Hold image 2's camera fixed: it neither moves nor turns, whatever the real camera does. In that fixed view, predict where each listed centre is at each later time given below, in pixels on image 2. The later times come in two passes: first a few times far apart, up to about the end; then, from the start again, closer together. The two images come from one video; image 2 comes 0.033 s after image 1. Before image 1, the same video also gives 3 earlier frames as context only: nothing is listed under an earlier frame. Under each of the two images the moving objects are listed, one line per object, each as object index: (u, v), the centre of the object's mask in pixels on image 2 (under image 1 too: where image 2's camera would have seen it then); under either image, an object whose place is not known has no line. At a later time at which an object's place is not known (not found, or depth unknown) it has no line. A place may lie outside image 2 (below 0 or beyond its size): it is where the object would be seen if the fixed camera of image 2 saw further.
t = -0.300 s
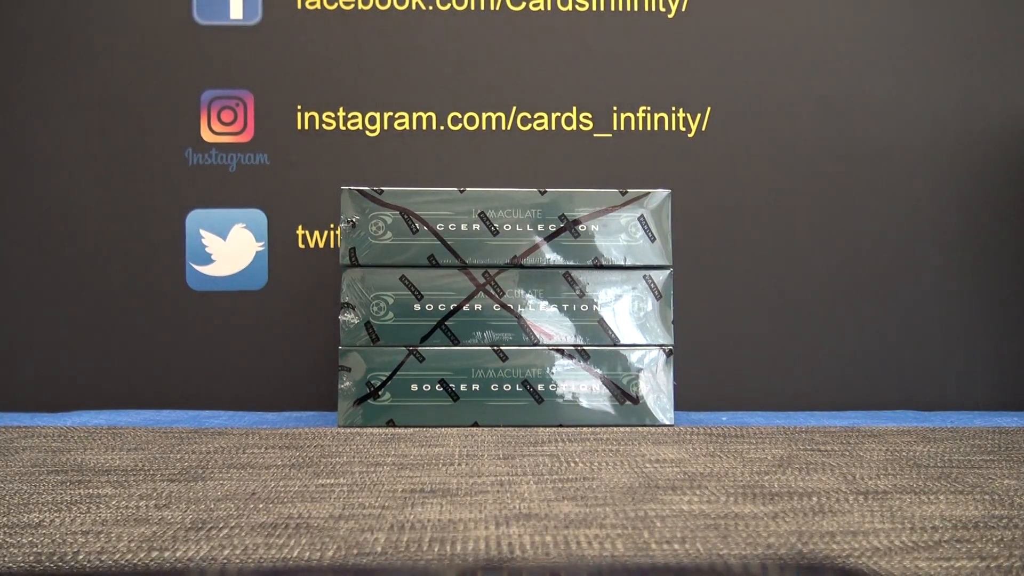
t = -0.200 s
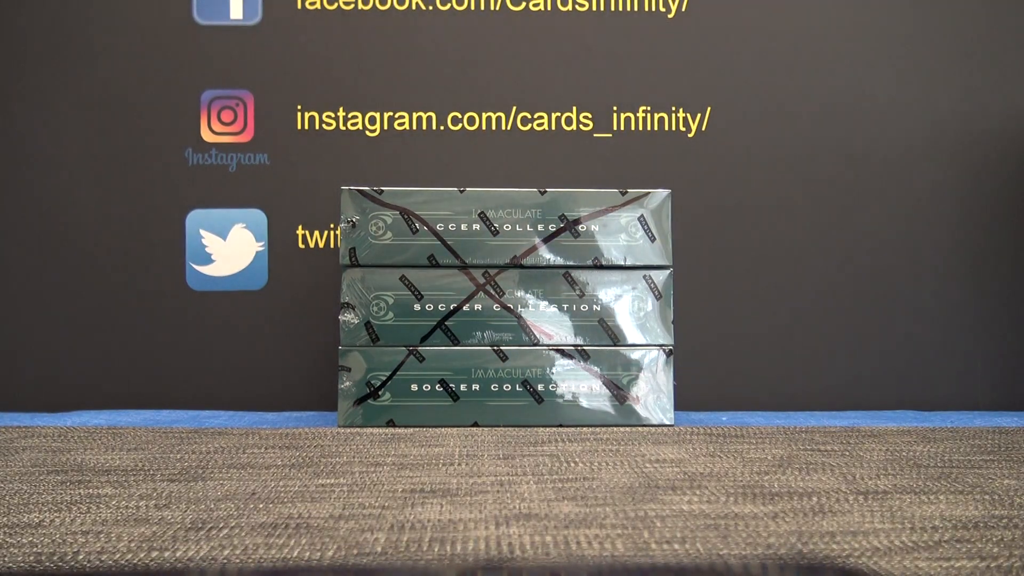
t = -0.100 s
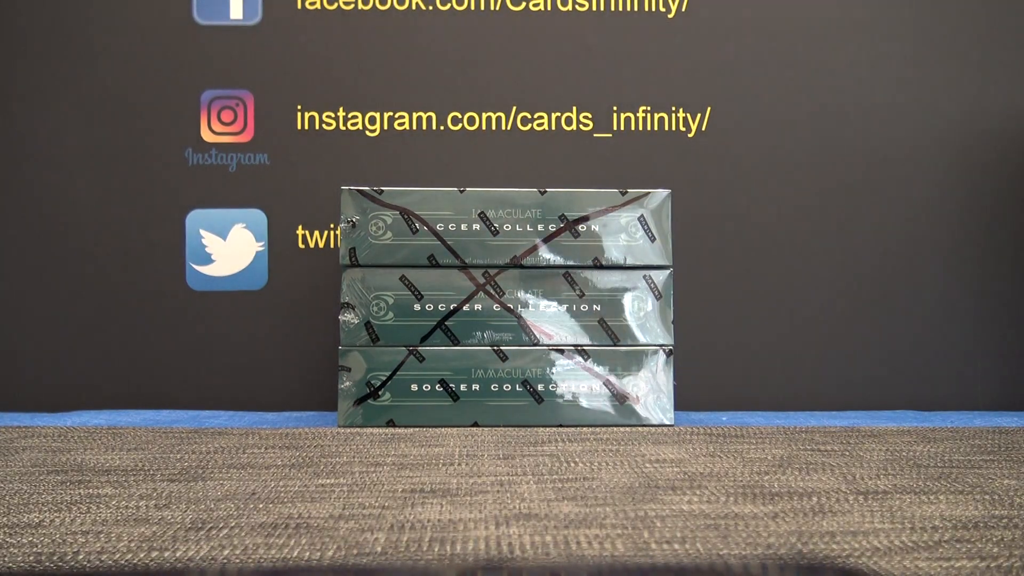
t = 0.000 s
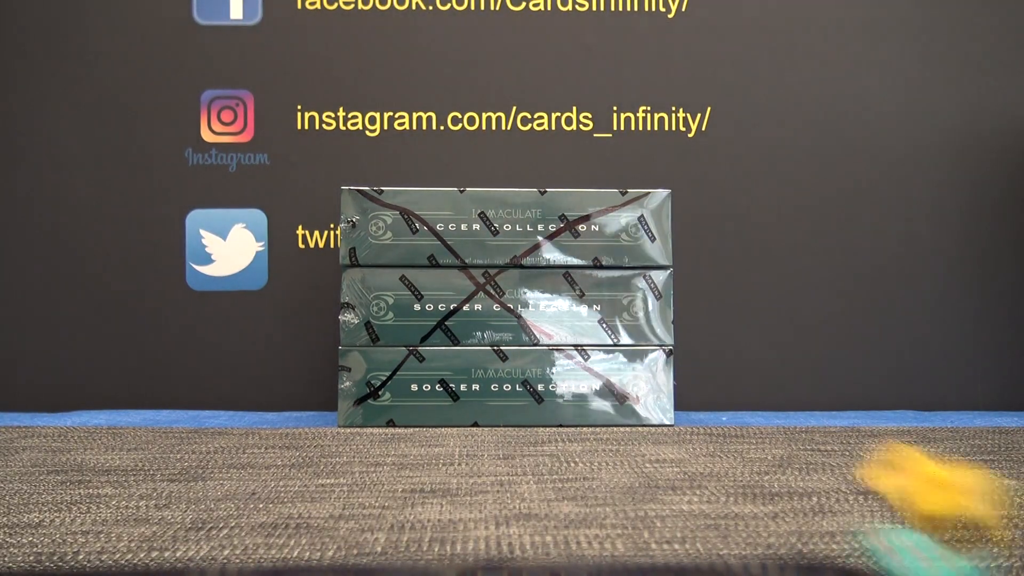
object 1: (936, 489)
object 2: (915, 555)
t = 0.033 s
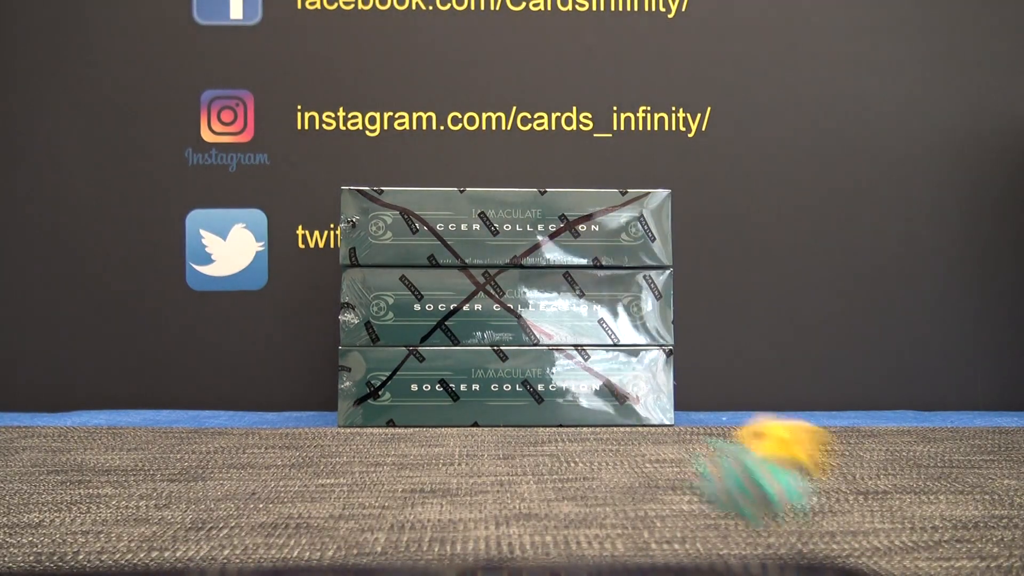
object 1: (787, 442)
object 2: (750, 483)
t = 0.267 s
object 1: (696, 414)
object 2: (418, 415)
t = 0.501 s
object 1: (771, 521)
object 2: (357, 444)
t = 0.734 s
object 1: (826, 543)
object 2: (356, 444)
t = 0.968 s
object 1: (820, 545)
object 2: (356, 444)
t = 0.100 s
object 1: (640, 400)
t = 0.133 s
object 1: (625, 379)
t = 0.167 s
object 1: (639, 353)
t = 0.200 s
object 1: (657, 348)
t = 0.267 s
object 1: (696, 414)
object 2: (418, 415)
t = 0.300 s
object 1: (715, 455)
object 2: (409, 423)
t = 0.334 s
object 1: (732, 463)
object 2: (399, 431)
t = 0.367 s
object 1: (745, 479)
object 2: (389, 435)
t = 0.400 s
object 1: (754, 493)
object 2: (379, 438)
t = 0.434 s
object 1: (759, 503)
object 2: (369, 442)
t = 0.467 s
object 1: (763, 514)
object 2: (360, 444)
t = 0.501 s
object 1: (771, 521)
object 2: (357, 444)
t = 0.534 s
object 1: (783, 524)
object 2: (354, 444)
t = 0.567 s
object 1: (799, 529)
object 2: (356, 444)
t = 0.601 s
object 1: (808, 536)
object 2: (356, 444)
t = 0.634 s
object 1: (816, 537)
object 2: (356, 444)
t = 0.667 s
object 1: (820, 541)
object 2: (356, 444)
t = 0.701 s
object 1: (825, 542)
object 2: (356, 444)
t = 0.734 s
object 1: (826, 543)
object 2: (356, 444)
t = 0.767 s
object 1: (822, 545)
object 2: (356, 444)
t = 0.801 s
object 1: (820, 545)
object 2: (356, 444)
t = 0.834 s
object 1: (820, 545)
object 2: (356, 444)
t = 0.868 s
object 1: (820, 545)
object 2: (356, 444)
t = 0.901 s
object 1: (820, 545)
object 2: (356, 444)
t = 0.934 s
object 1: (820, 545)
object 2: (356, 444)
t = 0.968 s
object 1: (820, 545)
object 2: (356, 444)
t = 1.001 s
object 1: (820, 545)
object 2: (356, 444)
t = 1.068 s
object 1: (820, 545)
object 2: (356, 444)
